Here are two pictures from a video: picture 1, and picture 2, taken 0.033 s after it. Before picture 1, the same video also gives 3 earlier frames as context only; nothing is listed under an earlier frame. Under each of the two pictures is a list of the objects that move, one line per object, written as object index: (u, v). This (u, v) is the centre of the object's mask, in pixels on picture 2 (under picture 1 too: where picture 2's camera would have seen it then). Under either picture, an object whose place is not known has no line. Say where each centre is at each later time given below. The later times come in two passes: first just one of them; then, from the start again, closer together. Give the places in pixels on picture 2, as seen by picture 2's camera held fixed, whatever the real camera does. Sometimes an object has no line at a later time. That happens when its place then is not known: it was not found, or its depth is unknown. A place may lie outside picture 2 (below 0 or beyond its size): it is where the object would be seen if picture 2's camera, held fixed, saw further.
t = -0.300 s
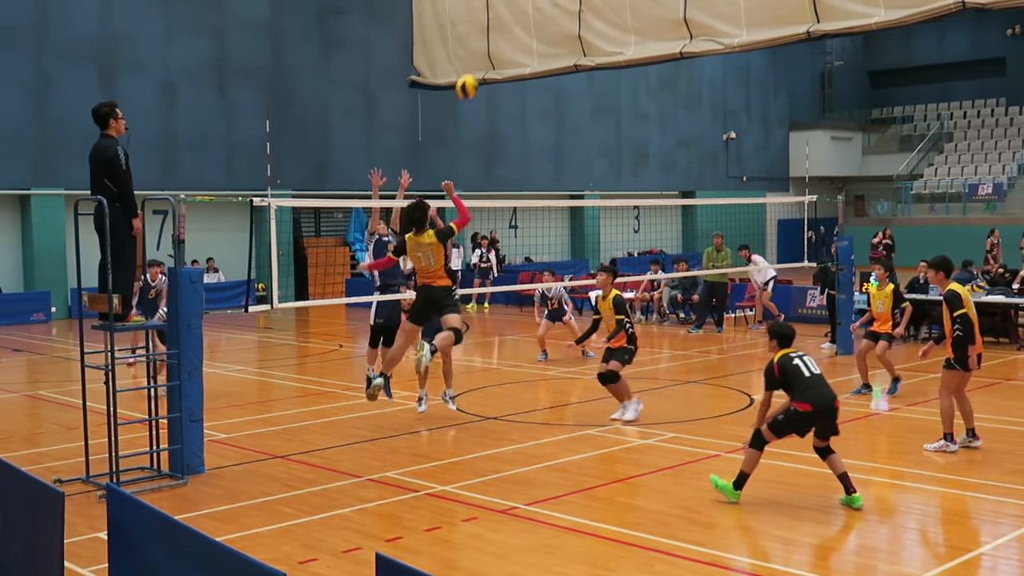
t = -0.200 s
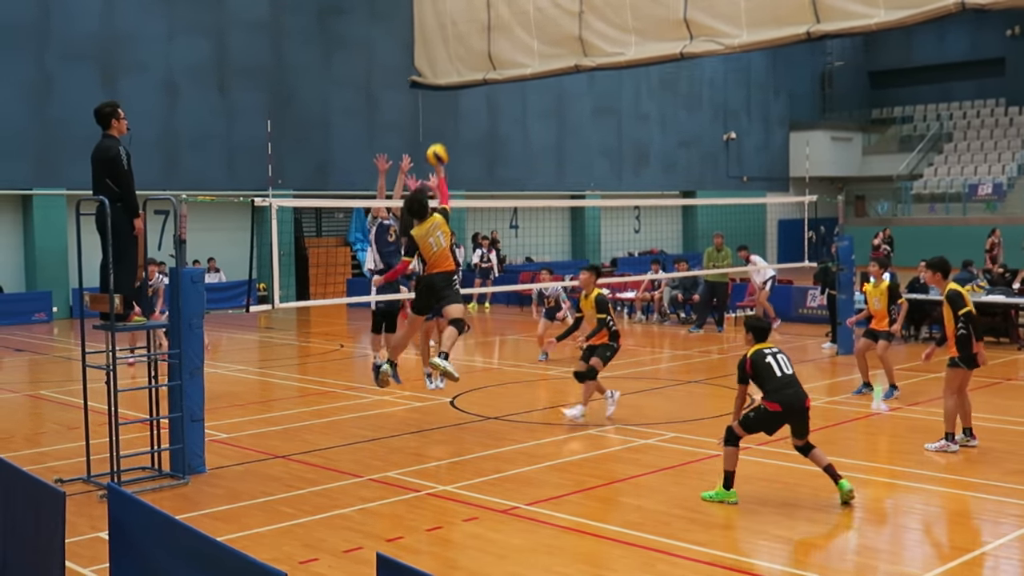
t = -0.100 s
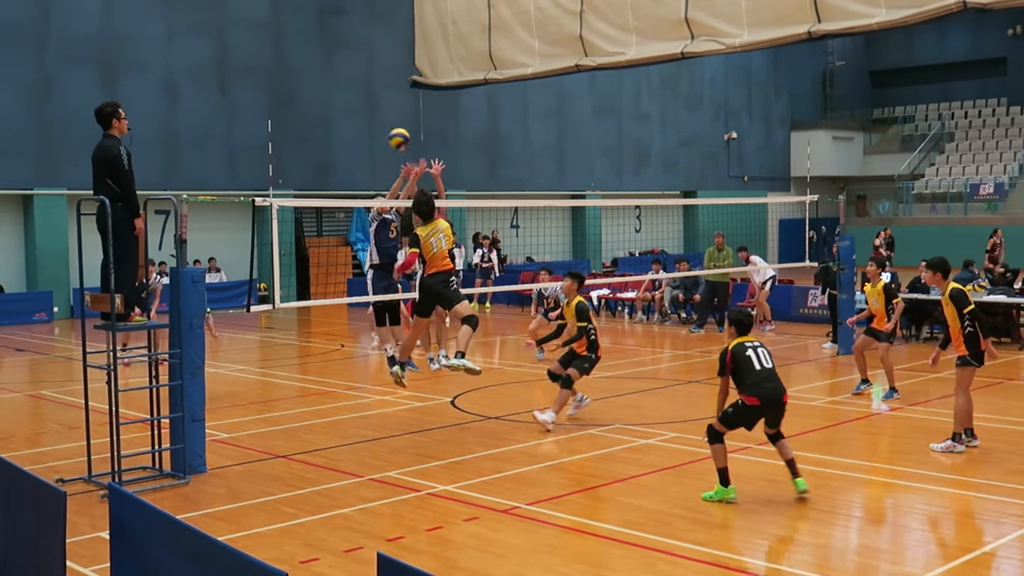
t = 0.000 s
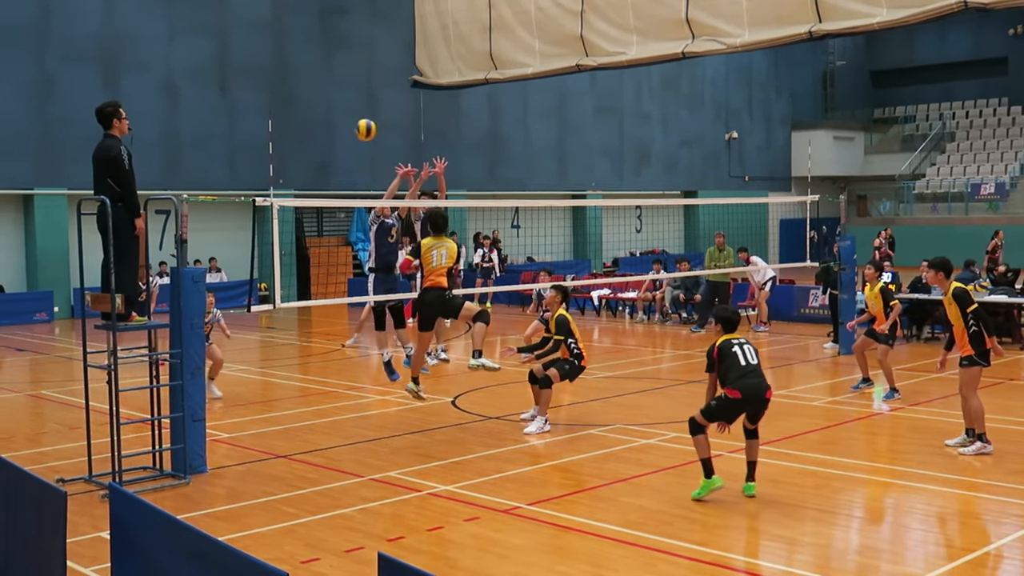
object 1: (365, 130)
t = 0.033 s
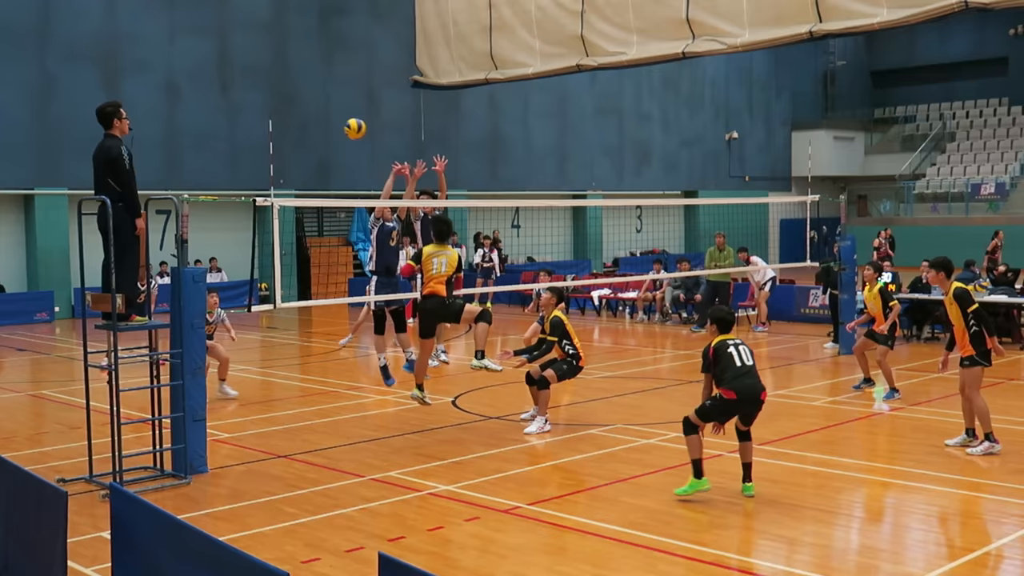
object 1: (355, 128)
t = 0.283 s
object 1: (281, 153)
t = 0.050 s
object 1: (349, 128)
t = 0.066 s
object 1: (344, 129)
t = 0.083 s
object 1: (339, 129)
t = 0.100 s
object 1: (334, 130)
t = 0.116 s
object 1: (328, 130)
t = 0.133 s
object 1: (324, 131)
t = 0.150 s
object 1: (319, 133)
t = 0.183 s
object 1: (309, 136)
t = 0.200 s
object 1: (304, 138)
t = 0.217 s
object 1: (299, 141)
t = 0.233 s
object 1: (294, 144)
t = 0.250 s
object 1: (290, 147)
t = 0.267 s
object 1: (285, 150)
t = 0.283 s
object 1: (281, 153)
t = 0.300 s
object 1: (277, 157)
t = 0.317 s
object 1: (273, 161)
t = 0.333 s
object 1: (269, 165)
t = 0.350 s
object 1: (265, 169)
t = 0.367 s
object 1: (261, 174)
